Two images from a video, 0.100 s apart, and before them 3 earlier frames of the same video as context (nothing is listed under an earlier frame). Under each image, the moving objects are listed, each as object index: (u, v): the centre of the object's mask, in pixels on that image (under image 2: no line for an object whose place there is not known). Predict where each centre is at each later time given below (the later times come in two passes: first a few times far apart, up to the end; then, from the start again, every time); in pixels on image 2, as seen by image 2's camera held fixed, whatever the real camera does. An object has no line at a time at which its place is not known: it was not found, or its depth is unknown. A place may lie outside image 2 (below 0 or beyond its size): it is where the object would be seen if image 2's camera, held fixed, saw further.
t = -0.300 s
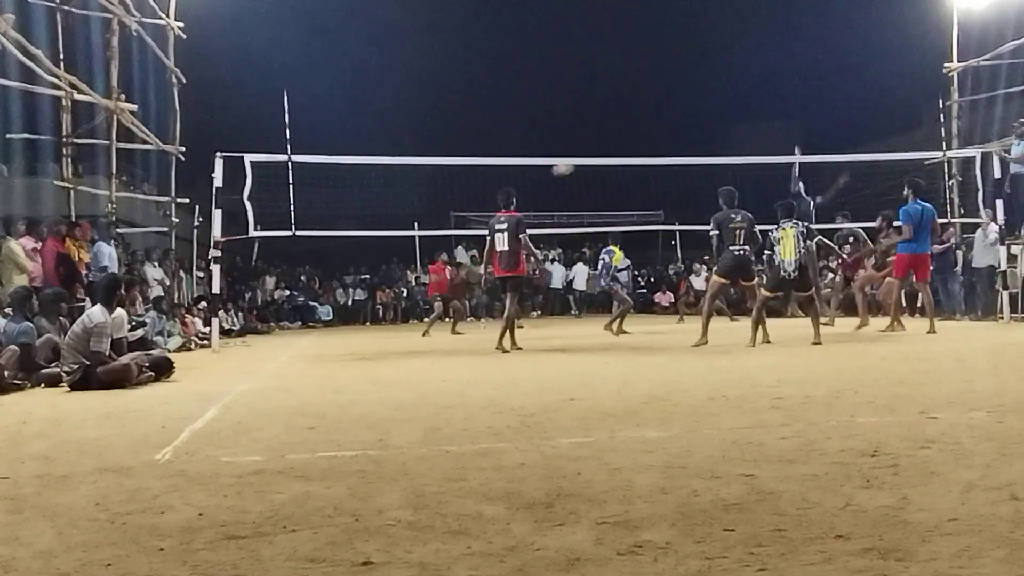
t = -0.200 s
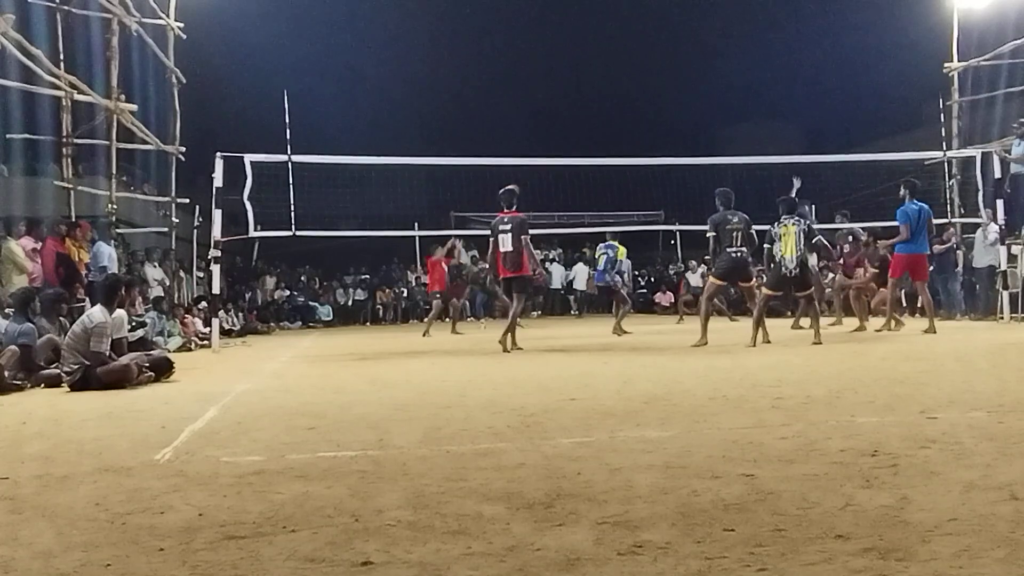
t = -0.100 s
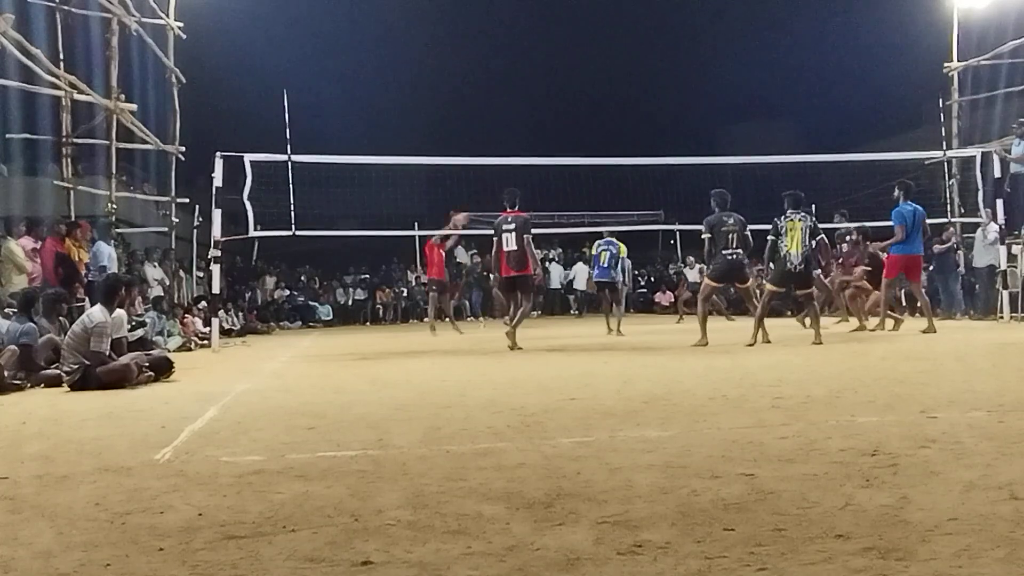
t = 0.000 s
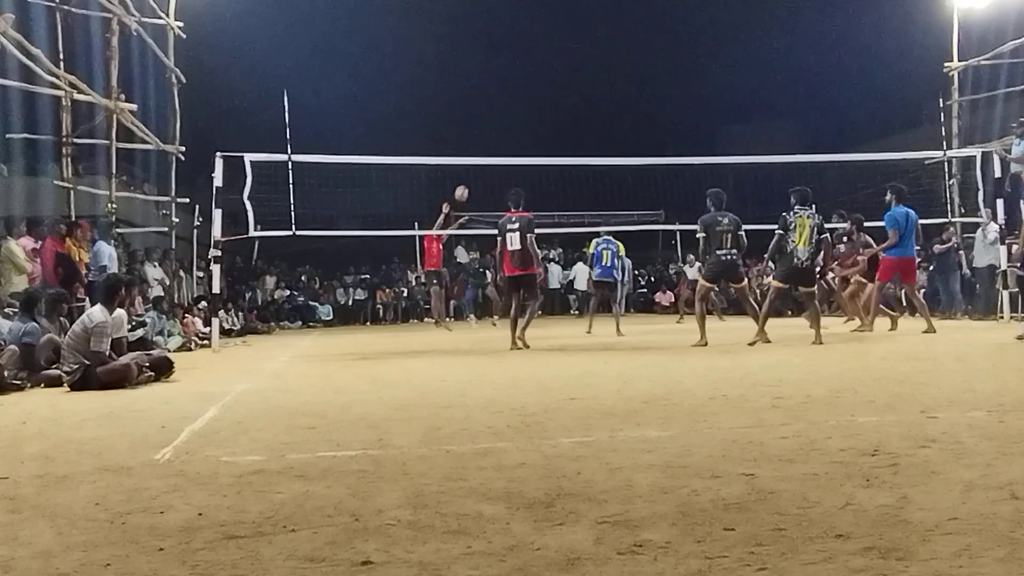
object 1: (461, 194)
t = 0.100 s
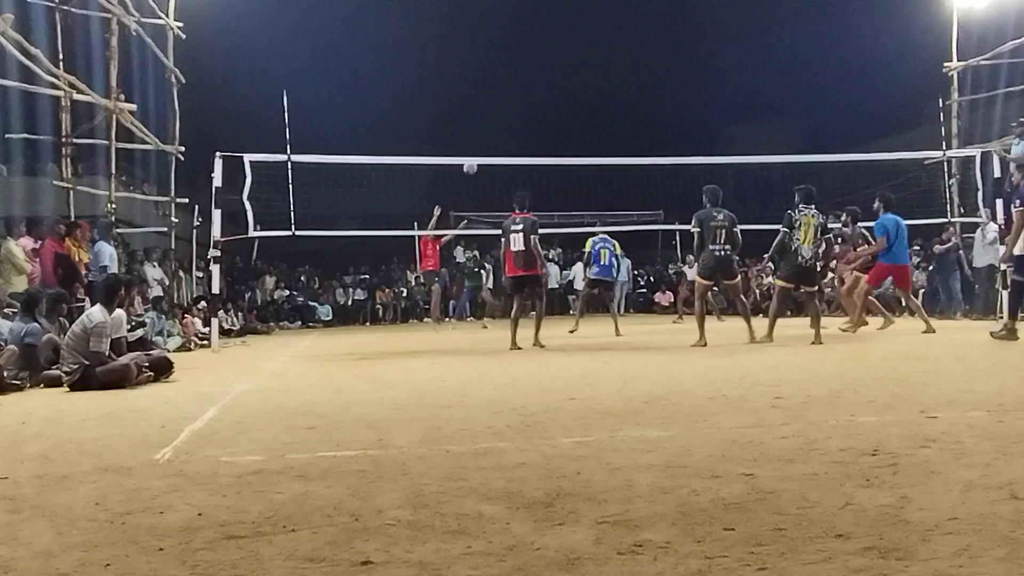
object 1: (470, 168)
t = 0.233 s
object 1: (482, 140)
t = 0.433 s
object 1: (501, 118)
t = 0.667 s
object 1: (522, 121)
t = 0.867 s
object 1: (541, 148)
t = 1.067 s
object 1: (560, 198)
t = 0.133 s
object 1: (474, 155)
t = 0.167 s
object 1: (476, 151)
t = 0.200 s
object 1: (479, 146)
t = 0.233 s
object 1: (482, 140)
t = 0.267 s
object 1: (485, 134)
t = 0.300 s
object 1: (489, 130)
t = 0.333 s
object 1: (492, 126)
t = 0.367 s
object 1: (495, 123)
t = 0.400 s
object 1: (498, 120)
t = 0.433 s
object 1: (501, 118)
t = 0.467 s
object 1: (504, 116)
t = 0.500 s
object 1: (507, 116)
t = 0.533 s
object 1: (510, 115)
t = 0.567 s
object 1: (513, 116)
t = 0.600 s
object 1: (516, 117)
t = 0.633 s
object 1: (519, 118)
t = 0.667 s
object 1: (522, 121)
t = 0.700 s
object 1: (525, 123)
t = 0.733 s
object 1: (528, 127)
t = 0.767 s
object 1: (531, 132)
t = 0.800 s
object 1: (534, 136)
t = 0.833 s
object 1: (538, 142)
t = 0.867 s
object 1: (541, 148)
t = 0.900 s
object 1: (544, 153)
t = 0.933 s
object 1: (547, 163)
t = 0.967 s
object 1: (550, 171)
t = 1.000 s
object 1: (553, 180)
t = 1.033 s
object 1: (557, 189)
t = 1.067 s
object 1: (560, 198)
